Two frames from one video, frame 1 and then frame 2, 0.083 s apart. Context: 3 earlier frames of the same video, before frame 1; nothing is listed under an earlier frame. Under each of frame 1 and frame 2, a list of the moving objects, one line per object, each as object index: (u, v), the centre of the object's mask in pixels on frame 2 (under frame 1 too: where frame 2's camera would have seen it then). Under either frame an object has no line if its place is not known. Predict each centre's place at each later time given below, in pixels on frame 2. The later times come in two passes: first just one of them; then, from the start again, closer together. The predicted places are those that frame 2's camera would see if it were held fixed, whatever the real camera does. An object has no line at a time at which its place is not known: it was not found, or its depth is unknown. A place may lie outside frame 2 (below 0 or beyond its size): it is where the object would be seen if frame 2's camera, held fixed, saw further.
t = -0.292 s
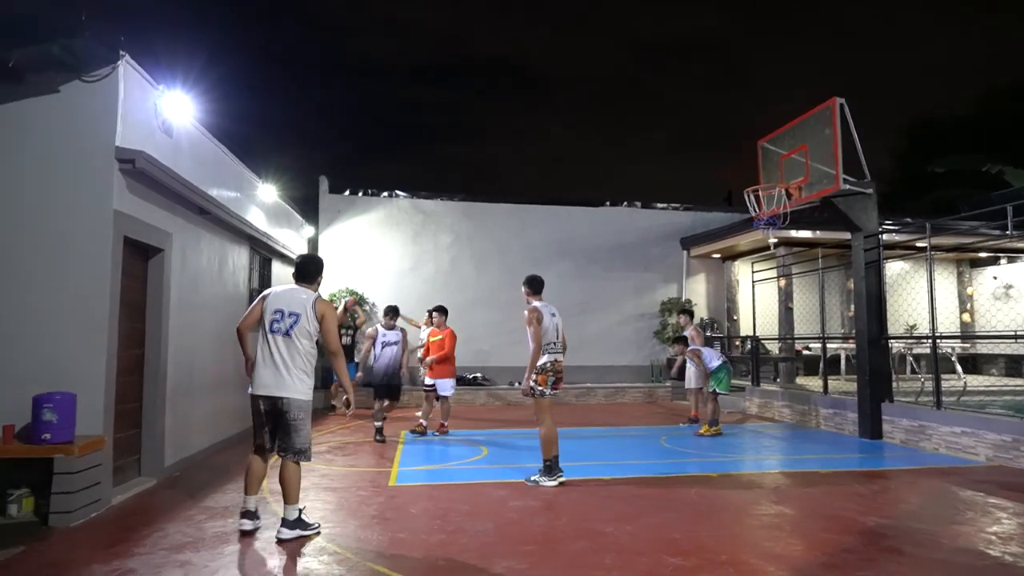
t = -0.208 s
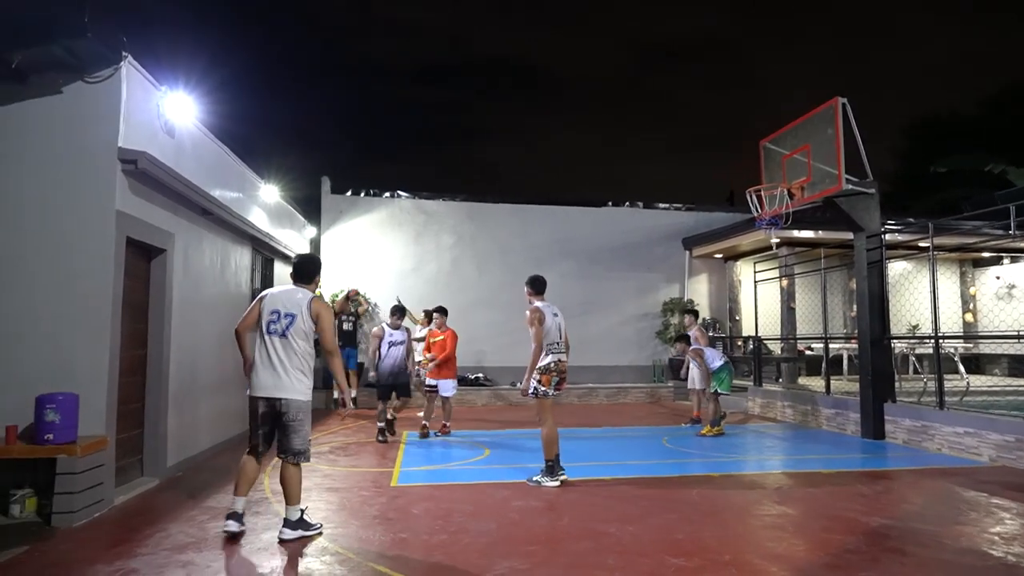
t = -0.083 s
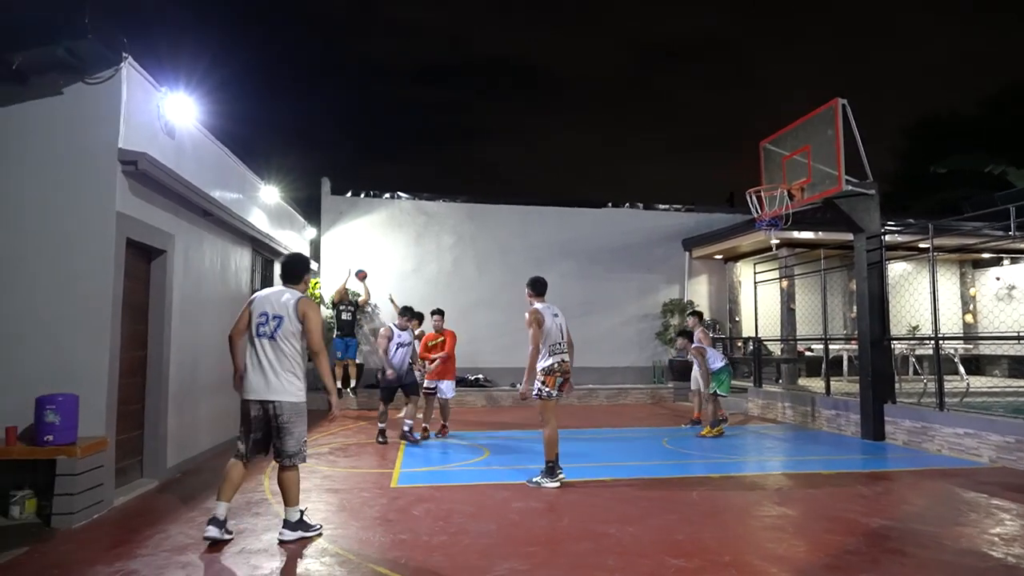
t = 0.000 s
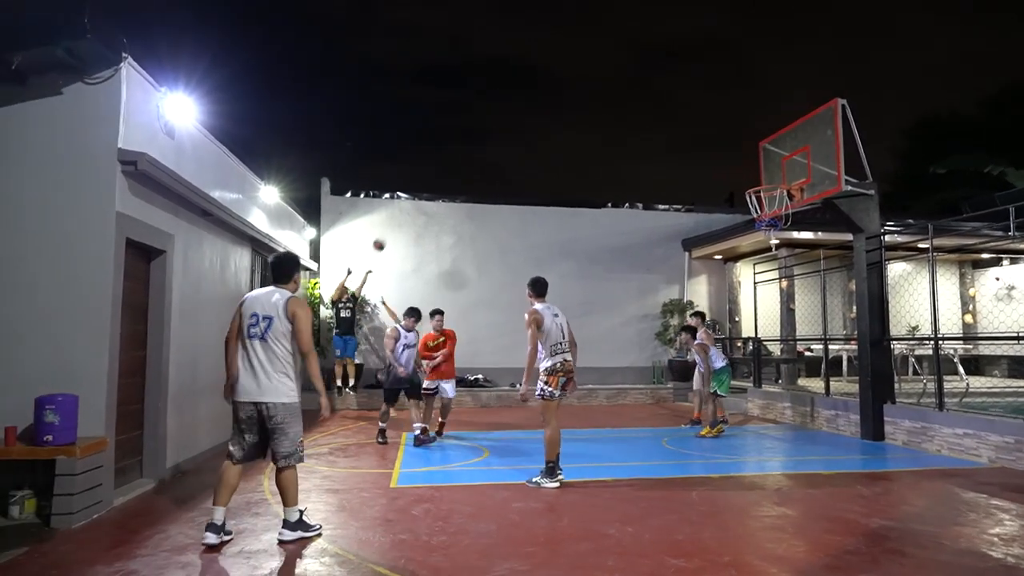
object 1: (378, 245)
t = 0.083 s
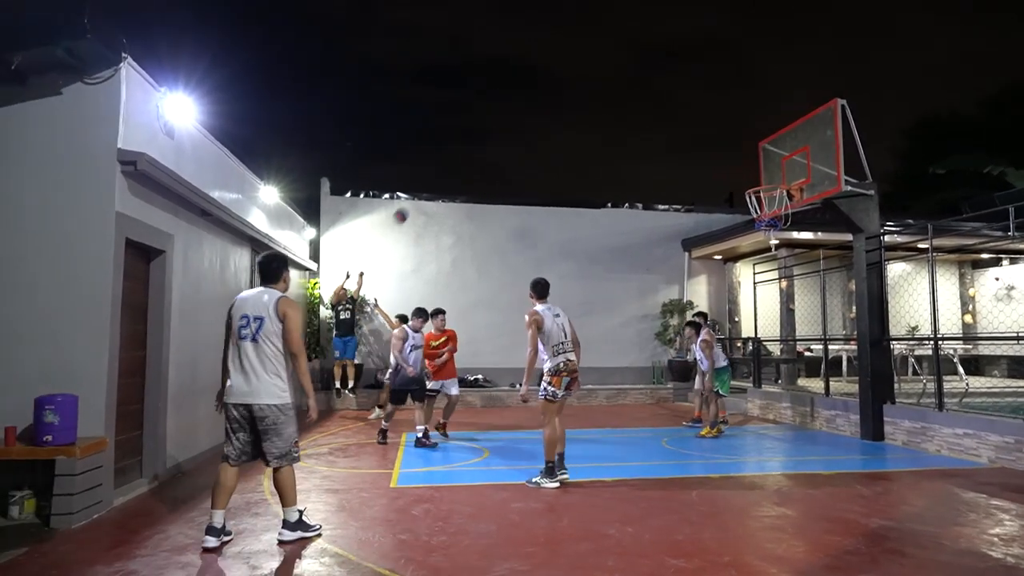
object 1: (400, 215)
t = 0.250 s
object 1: (446, 166)
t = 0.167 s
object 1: (423, 188)
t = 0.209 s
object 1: (434, 178)
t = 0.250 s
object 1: (446, 166)
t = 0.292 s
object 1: (458, 157)
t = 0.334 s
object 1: (471, 147)
